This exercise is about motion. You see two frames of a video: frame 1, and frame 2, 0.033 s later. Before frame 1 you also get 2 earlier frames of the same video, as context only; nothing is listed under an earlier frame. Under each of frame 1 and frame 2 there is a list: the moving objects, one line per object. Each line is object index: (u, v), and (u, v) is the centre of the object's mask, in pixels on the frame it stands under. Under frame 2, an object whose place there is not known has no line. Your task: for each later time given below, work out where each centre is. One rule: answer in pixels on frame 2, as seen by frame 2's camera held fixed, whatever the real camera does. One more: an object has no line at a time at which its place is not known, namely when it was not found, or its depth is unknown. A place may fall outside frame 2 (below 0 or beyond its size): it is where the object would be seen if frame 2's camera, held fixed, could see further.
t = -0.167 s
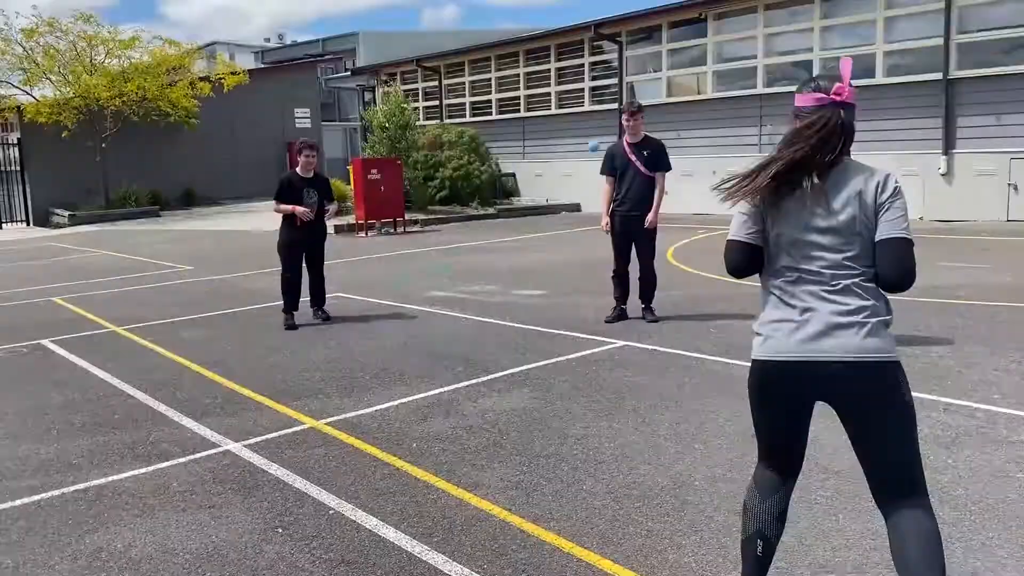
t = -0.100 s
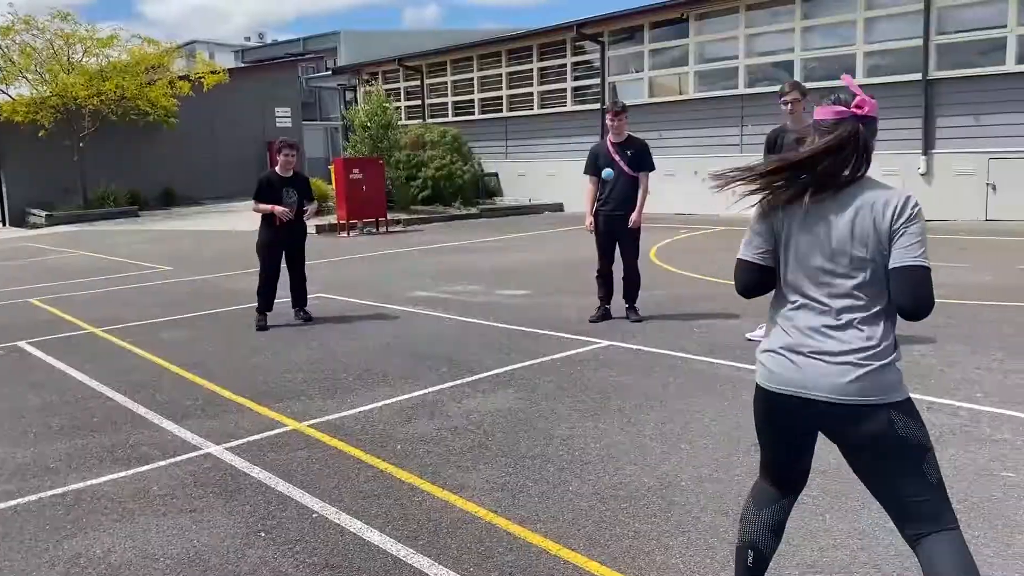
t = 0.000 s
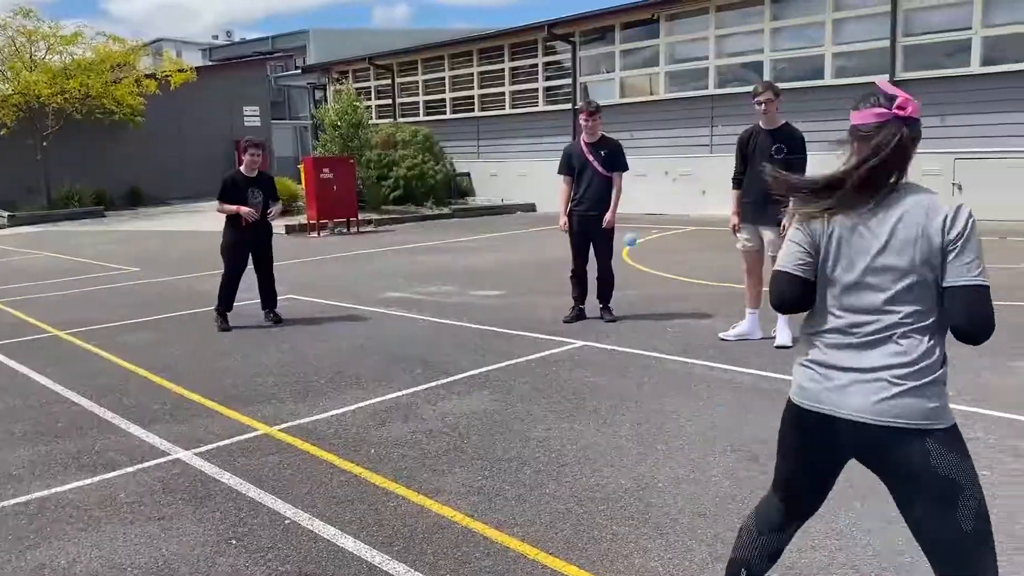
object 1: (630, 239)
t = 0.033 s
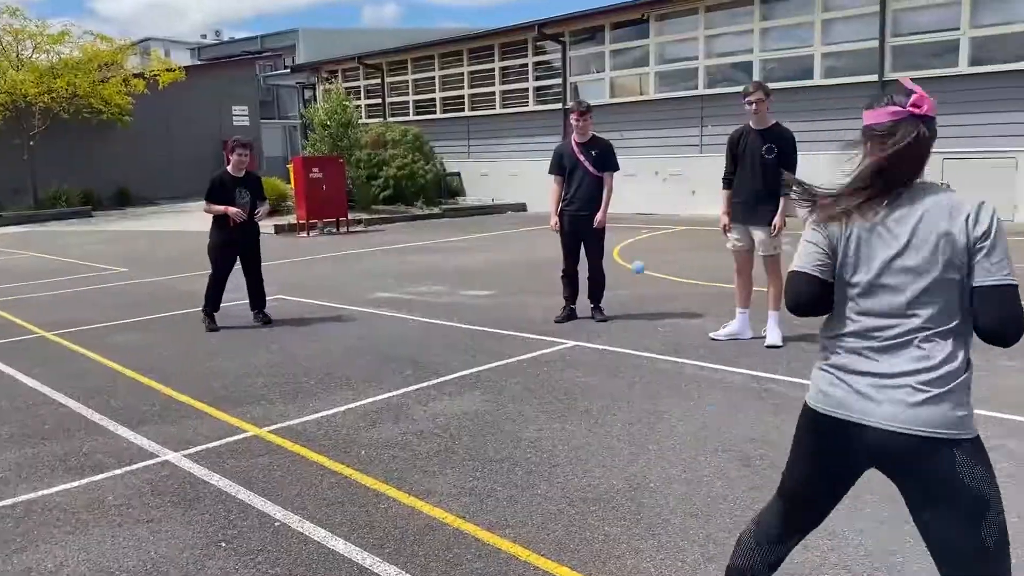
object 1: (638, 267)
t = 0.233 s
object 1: (749, 497)
